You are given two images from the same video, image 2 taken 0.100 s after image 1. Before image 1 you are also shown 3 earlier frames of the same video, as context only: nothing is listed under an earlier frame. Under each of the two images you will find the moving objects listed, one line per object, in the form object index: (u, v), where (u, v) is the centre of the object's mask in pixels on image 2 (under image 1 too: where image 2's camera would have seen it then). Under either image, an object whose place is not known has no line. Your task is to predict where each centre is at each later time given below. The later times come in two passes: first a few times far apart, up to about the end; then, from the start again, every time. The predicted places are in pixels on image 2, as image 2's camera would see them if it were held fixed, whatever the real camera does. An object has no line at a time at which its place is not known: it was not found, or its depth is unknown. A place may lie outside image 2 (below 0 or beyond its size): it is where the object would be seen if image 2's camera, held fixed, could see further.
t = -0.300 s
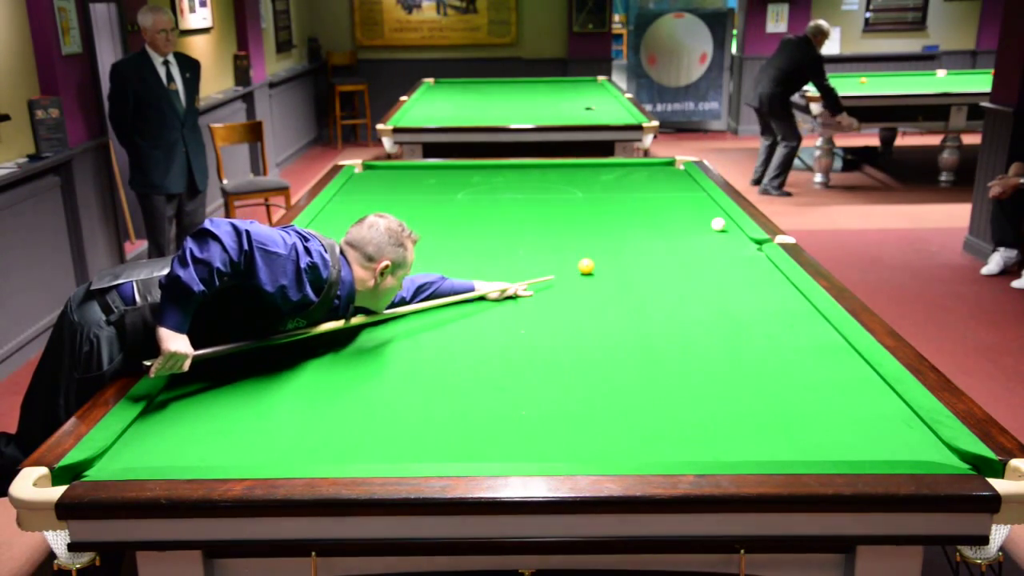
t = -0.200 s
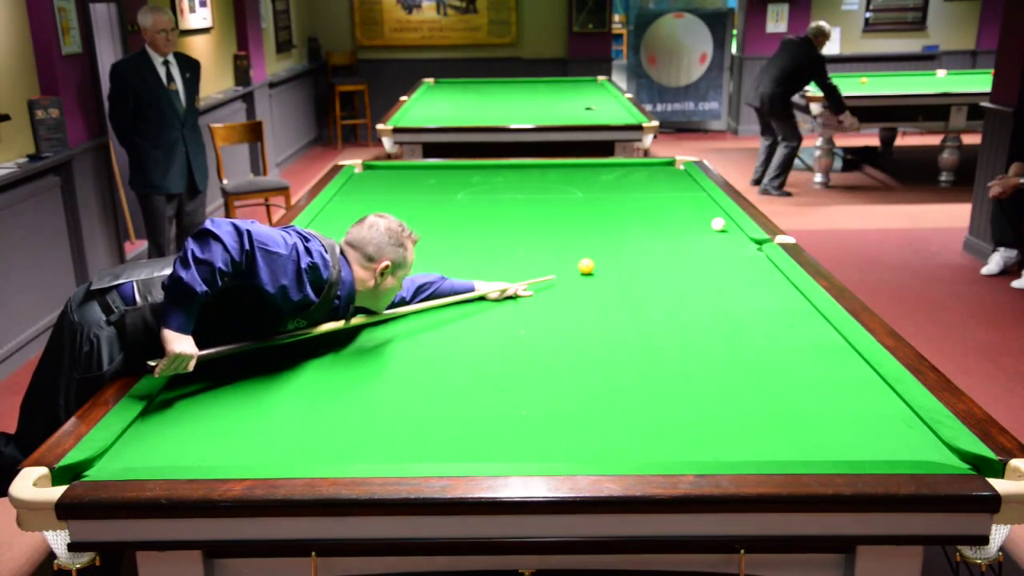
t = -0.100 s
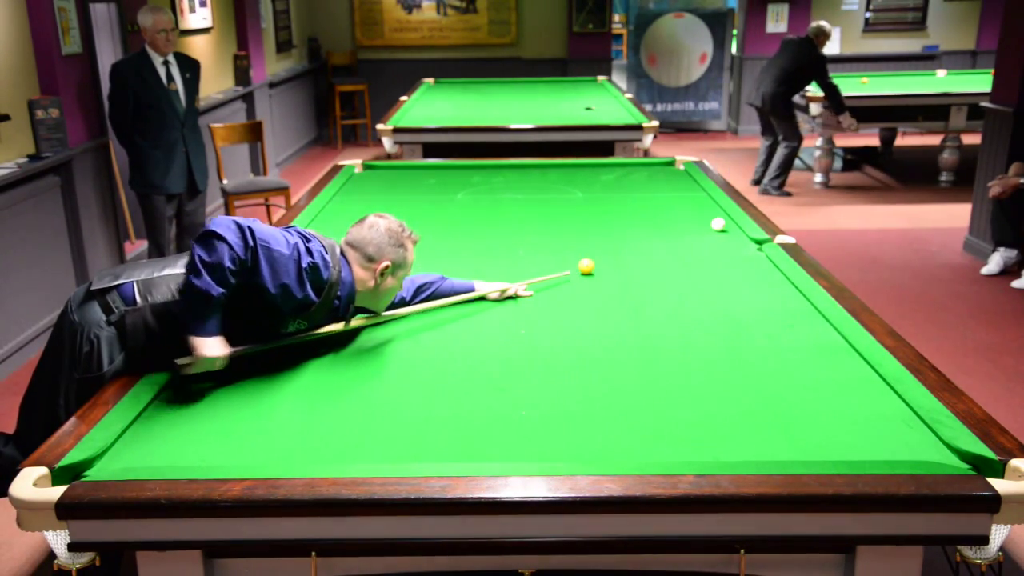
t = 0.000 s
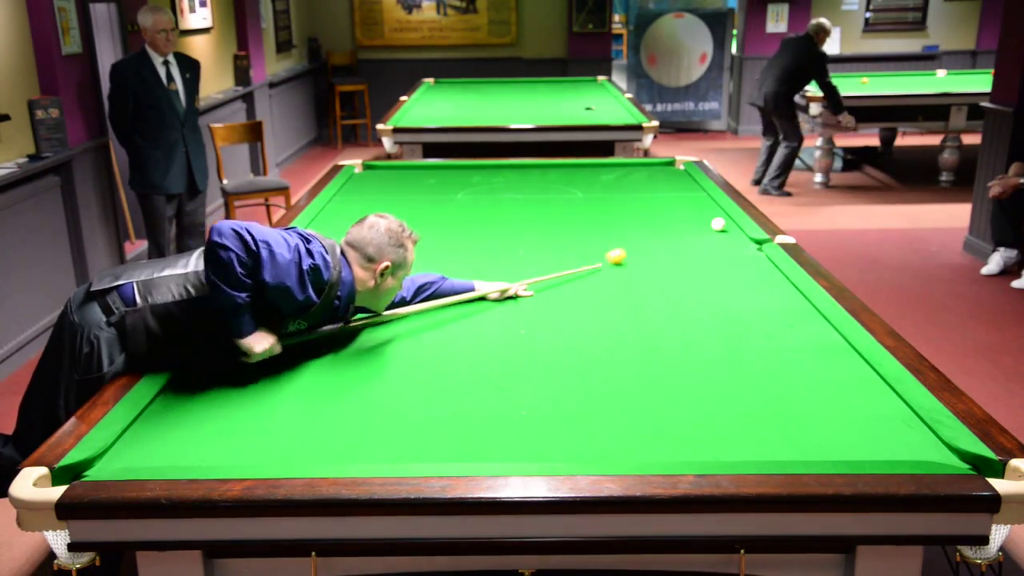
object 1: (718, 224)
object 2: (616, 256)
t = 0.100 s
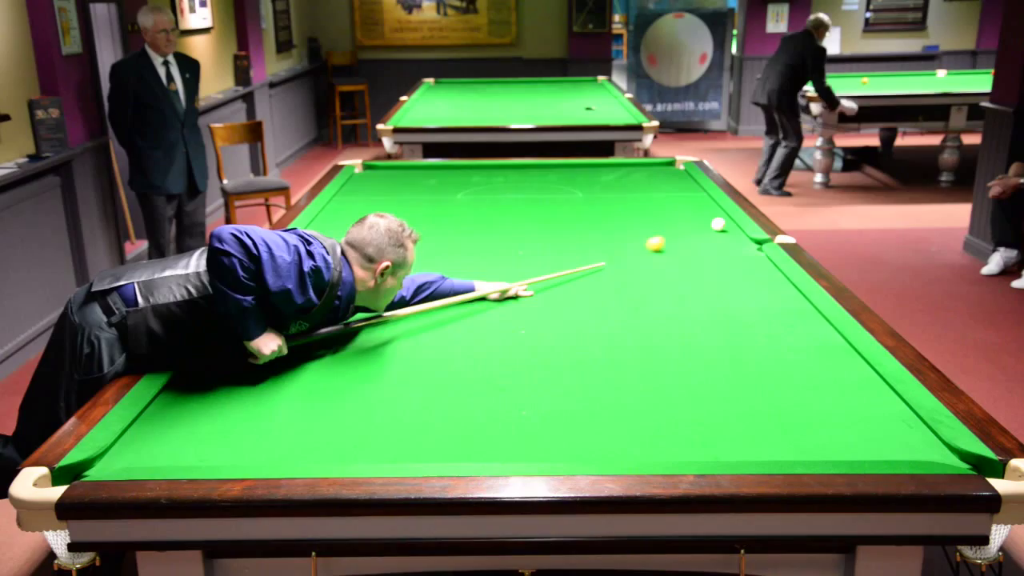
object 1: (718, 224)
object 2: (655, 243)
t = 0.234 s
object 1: (718, 224)
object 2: (698, 230)
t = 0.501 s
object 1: (684, 215)
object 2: (710, 225)
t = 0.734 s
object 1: (637, 209)
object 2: (709, 224)
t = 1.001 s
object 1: (589, 202)
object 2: (709, 223)
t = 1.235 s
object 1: (549, 197)
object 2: (709, 222)
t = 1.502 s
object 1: (508, 191)
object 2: (709, 222)
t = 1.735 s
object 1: (474, 187)
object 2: (709, 221)
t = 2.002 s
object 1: (439, 182)
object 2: (709, 222)
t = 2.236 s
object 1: (410, 178)
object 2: (709, 222)
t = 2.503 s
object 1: (380, 174)
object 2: (709, 221)
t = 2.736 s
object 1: (360, 171)
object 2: (709, 221)
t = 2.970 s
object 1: (377, 169)
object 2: (709, 221)
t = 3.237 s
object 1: (393, 166)
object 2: (709, 222)
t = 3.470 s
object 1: (403, 166)
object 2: (709, 221)
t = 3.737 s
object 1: (411, 168)
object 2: (709, 222)
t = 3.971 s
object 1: (419, 168)
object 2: (709, 221)
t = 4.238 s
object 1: (427, 169)
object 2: (709, 221)
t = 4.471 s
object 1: (432, 170)
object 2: (709, 222)
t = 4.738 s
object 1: (439, 171)
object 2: (709, 221)
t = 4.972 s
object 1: (443, 171)
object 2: (709, 221)
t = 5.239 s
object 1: (448, 172)
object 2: (709, 221)
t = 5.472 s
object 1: (451, 172)
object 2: (709, 221)
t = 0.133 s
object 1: (718, 224)
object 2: (667, 240)
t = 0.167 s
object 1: (718, 224)
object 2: (678, 236)
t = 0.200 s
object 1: (718, 224)
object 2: (689, 233)
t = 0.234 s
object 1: (718, 224)
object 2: (698, 230)
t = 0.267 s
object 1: (718, 223)
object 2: (707, 227)
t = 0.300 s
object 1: (724, 222)
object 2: (710, 226)
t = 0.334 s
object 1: (725, 220)
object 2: (710, 226)
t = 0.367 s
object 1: (717, 218)
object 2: (710, 226)
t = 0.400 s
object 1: (707, 216)
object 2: (710, 226)
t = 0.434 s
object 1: (699, 216)
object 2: (710, 225)
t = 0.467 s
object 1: (691, 216)
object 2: (710, 225)
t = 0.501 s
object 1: (684, 215)
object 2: (710, 225)
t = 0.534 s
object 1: (677, 214)
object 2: (709, 225)
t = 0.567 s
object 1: (670, 213)
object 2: (710, 224)
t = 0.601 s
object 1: (663, 212)
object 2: (709, 224)
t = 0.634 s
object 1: (657, 211)
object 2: (709, 224)
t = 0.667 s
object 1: (650, 210)
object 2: (709, 224)
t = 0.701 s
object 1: (644, 210)
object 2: (709, 224)
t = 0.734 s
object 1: (637, 209)
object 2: (709, 224)
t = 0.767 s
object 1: (631, 208)
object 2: (709, 223)
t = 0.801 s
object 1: (625, 207)
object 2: (709, 223)
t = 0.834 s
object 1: (618, 206)
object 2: (709, 223)
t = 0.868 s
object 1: (612, 205)
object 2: (709, 223)
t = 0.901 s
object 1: (606, 204)
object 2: (709, 223)
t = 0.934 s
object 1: (600, 204)
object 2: (709, 223)
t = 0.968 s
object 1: (594, 203)
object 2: (709, 223)
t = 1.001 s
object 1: (589, 202)
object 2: (709, 223)
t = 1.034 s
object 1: (583, 201)
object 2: (709, 222)
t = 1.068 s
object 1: (577, 201)
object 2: (709, 222)
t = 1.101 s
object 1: (571, 200)
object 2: (709, 222)
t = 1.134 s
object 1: (566, 199)
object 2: (709, 222)
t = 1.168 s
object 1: (560, 198)
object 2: (709, 222)
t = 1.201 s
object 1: (554, 197)
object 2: (709, 222)
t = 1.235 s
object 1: (549, 197)
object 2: (709, 222)
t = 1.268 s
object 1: (544, 196)
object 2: (709, 222)
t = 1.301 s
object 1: (538, 195)
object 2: (709, 222)
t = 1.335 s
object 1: (533, 195)
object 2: (709, 222)
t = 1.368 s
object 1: (528, 194)
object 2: (709, 222)
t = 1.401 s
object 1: (523, 193)
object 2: (709, 222)
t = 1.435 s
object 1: (518, 193)
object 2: (709, 222)
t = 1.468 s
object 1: (513, 192)
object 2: (709, 222)
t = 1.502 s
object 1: (508, 191)
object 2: (709, 222)
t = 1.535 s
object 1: (503, 191)
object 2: (709, 221)
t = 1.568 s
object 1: (498, 190)
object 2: (709, 221)
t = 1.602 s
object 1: (493, 189)
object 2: (709, 221)
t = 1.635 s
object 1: (488, 189)
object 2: (709, 221)
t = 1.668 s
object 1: (484, 188)
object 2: (709, 221)
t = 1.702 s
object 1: (479, 187)
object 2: (709, 221)
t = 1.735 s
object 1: (474, 187)
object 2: (709, 221)
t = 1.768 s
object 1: (470, 186)
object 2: (709, 221)
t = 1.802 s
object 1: (465, 186)
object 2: (709, 221)
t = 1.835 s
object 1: (461, 185)
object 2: (709, 222)
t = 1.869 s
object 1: (456, 185)
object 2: (709, 221)
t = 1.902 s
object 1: (452, 184)
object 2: (709, 222)
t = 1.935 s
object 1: (448, 183)
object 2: (709, 222)
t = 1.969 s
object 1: (443, 183)
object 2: (709, 221)
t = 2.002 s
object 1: (439, 182)
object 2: (709, 222)
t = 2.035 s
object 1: (435, 182)
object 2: (709, 222)
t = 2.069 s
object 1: (431, 181)
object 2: (709, 221)
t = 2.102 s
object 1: (426, 181)
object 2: (709, 222)
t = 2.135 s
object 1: (422, 180)
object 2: (709, 221)
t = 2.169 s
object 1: (418, 179)
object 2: (709, 221)
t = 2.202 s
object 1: (414, 179)
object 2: (709, 222)
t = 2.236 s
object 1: (410, 178)
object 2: (709, 222)
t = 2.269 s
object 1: (406, 178)
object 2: (709, 222)
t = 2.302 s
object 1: (402, 177)
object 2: (709, 221)
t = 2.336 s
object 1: (399, 177)
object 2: (709, 221)
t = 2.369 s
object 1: (395, 176)
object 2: (709, 222)
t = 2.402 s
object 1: (391, 176)
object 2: (709, 221)
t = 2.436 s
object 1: (387, 175)
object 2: (709, 221)
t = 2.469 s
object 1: (383, 175)
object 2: (709, 221)
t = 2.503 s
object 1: (380, 174)
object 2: (709, 221)
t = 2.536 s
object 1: (376, 174)
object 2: (709, 222)
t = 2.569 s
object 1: (372, 173)
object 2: (709, 222)
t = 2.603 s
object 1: (369, 173)
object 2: (709, 222)
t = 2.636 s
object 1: (366, 172)
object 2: (709, 222)
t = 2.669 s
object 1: (362, 171)
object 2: (709, 222)
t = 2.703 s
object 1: (359, 172)
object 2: (709, 221)
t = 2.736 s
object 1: (360, 171)
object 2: (709, 221)
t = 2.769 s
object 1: (364, 171)
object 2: (709, 221)
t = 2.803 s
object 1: (367, 170)
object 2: (709, 222)
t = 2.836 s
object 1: (369, 170)
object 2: (709, 222)
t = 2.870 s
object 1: (371, 170)
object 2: (709, 222)
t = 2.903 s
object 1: (373, 169)
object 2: (709, 222)
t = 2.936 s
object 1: (375, 169)
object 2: (709, 222)
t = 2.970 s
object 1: (377, 169)
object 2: (709, 221)
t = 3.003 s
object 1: (379, 168)
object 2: (709, 221)
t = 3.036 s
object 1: (381, 168)
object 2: (709, 222)
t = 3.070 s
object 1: (383, 168)
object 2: (709, 221)
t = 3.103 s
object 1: (385, 167)
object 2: (709, 221)
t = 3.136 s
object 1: (387, 167)
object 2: (709, 221)
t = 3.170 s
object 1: (389, 167)
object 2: (709, 222)
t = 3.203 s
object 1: (391, 166)
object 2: (709, 221)
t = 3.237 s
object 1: (393, 166)
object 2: (709, 222)
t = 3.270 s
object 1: (395, 166)
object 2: (709, 222)
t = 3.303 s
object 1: (396, 166)
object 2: (709, 222)
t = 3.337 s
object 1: (398, 166)
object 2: (709, 222)
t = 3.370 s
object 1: (399, 166)
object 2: (709, 221)
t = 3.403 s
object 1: (400, 166)
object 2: (709, 222)
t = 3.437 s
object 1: (402, 168)
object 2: (709, 221)
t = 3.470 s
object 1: (403, 166)
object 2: (709, 221)
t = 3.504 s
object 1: (404, 167)
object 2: (709, 222)
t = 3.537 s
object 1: (405, 167)
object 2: (709, 222)
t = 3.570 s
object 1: (406, 167)
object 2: (709, 222)
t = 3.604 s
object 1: (407, 167)
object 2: (709, 221)
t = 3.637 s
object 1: (408, 167)
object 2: (709, 222)
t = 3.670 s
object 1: (409, 167)
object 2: (709, 222)
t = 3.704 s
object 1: (410, 167)
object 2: (709, 222)
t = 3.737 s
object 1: (411, 168)
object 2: (709, 222)
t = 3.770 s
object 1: (412, 168)
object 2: (709, 221)
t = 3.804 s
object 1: (414, 168)
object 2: (709, 222)
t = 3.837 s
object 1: (415, 168)
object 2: (709, 222)
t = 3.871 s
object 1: (416, 168)
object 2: (709, 222)
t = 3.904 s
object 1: (417, 168)
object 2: (709, 221)
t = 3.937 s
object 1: (418, 168)
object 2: (709, 221)
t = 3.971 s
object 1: (419, 168)
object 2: (709, 221)
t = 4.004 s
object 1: (420, 169)
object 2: (709, 222)
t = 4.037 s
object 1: (421, 169)
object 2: (709, 221)
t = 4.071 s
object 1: (422, 169)
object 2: (709, 222)
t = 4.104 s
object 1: (423, 169)
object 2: (709, 222)
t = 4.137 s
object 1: (424, 169)
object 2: (709, 222)
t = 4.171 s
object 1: (424, 169)
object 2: (709, 222)
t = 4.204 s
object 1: (425, 169)
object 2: (709, 221)
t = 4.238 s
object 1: (427, 169)
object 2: (709, 221)
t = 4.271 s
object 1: (427, 169)
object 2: (709, 222)
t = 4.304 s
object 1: (428, 170)
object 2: (709, 221)
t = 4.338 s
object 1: (429, 170)
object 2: (709, 221)
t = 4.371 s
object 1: (430, 170)
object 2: (709, 222)
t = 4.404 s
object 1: (431, 170)
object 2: (709, 222)
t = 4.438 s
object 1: (432, 170)
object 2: (709, 221)
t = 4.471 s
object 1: (432, 170)
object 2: (709, 222)
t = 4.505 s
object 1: (433, 170)
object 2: (709, 221)
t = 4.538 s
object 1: (434, 170)
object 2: (709, 222)
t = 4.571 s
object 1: (435, 170)
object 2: (709, 222)
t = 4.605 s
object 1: (436, 171)
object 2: (709, 222)
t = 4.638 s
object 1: (436, 171)
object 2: (709, 221)
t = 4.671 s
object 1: (437, 171)
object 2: (709, 221)
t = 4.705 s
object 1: (438, 171)
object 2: (709, 221)
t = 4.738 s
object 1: (439, 171)
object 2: (709, 221)
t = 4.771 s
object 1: (439, 171)
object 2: (709, 222)
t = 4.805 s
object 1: (440, 171)
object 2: (709, 221)
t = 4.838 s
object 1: (441, 171)
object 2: (709, 221)
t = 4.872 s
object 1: (441, 171)
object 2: (709, 221)
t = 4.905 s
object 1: (442, 171)
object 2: (709, 221)
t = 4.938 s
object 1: (443, 171)
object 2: (709, 221)
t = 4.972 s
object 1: (443, 171)
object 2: (709, 221)
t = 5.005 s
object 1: (444, 171)
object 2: (709, 221)
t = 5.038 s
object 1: (445, 172)
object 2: (709, 221)
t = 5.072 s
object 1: (445, 172)
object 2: (709, 221)
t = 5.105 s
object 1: (446, 172)
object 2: (709, 221)
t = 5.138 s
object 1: (446, 172)
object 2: (709, 221)
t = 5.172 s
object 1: (447, 172)
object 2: (709, 221)
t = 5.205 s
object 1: (448, 172)
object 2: (709, 221)
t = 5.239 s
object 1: (448, 172)
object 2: (709, 221)
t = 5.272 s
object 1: (448, 172)
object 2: (709, 221)
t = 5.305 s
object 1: (449, 172)
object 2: (709, 221)
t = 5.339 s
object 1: (450, 172)
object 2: (709, 221)
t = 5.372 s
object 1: (450, 172)
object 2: (709, 221)
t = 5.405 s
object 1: (451, 172)
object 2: (709, 221)
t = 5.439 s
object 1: (451, 172)
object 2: (709, 221)
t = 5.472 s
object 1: (451, 172)
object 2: (709, 221)
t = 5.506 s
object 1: (452, 172)
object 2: (709, 221)
